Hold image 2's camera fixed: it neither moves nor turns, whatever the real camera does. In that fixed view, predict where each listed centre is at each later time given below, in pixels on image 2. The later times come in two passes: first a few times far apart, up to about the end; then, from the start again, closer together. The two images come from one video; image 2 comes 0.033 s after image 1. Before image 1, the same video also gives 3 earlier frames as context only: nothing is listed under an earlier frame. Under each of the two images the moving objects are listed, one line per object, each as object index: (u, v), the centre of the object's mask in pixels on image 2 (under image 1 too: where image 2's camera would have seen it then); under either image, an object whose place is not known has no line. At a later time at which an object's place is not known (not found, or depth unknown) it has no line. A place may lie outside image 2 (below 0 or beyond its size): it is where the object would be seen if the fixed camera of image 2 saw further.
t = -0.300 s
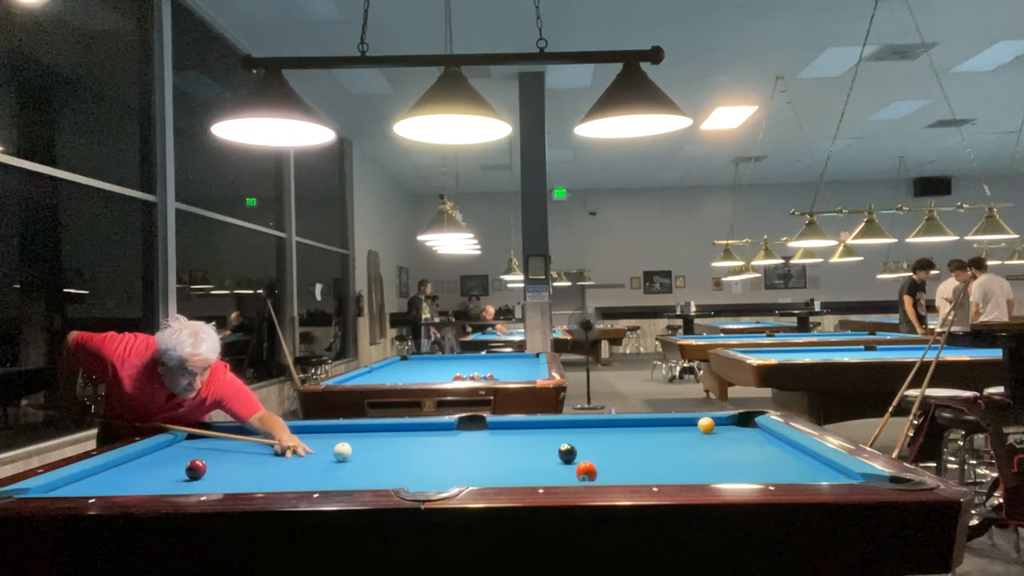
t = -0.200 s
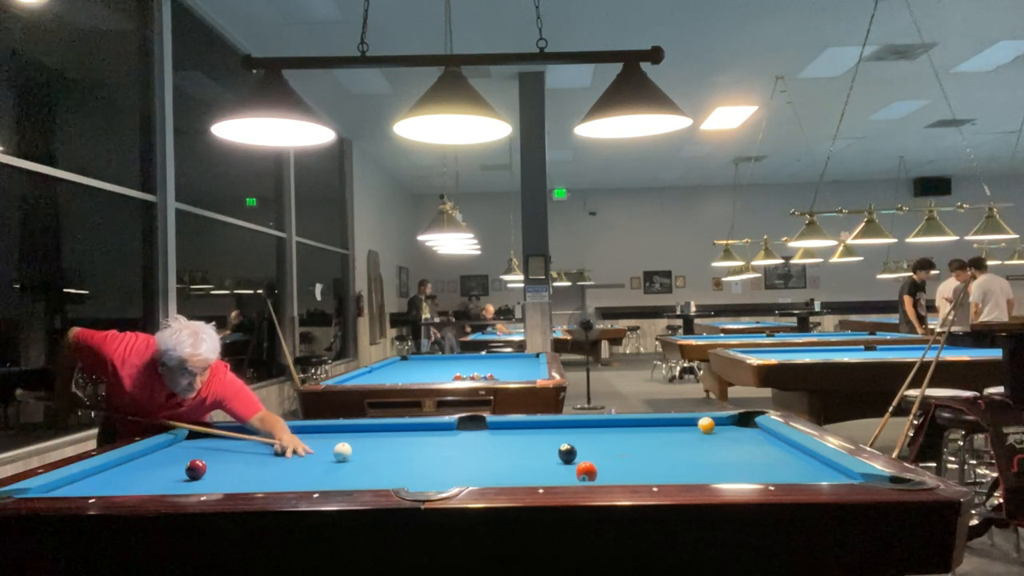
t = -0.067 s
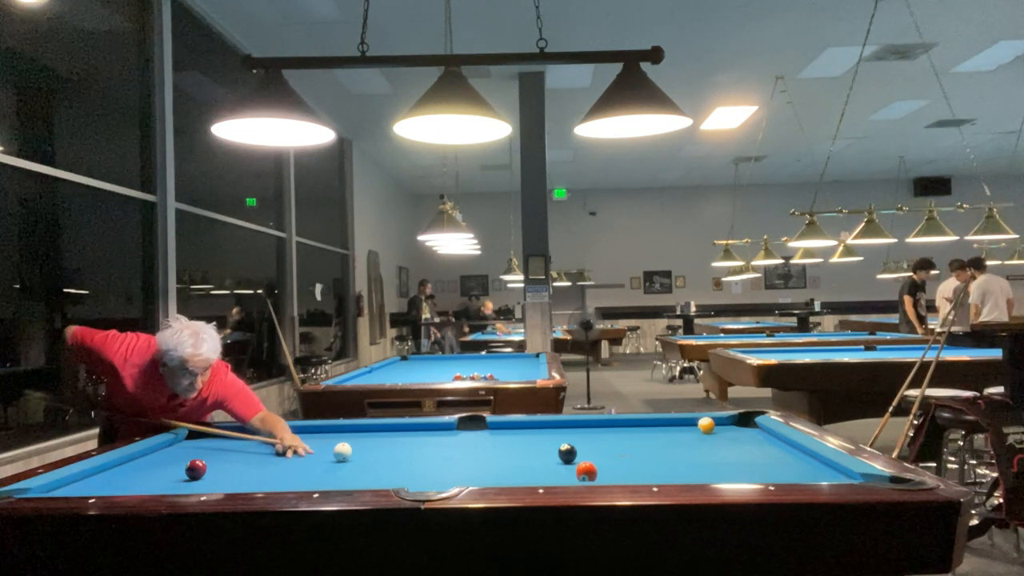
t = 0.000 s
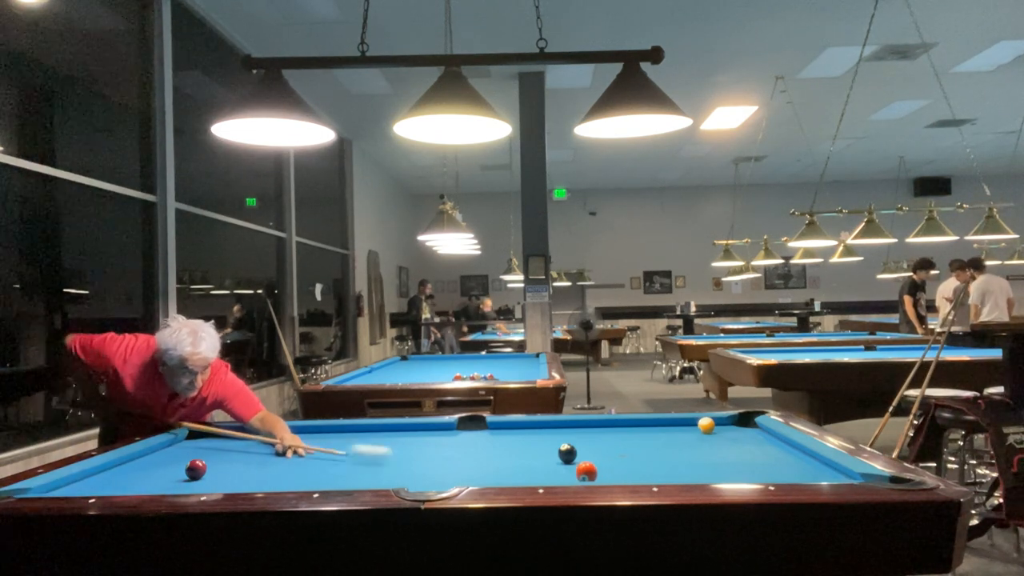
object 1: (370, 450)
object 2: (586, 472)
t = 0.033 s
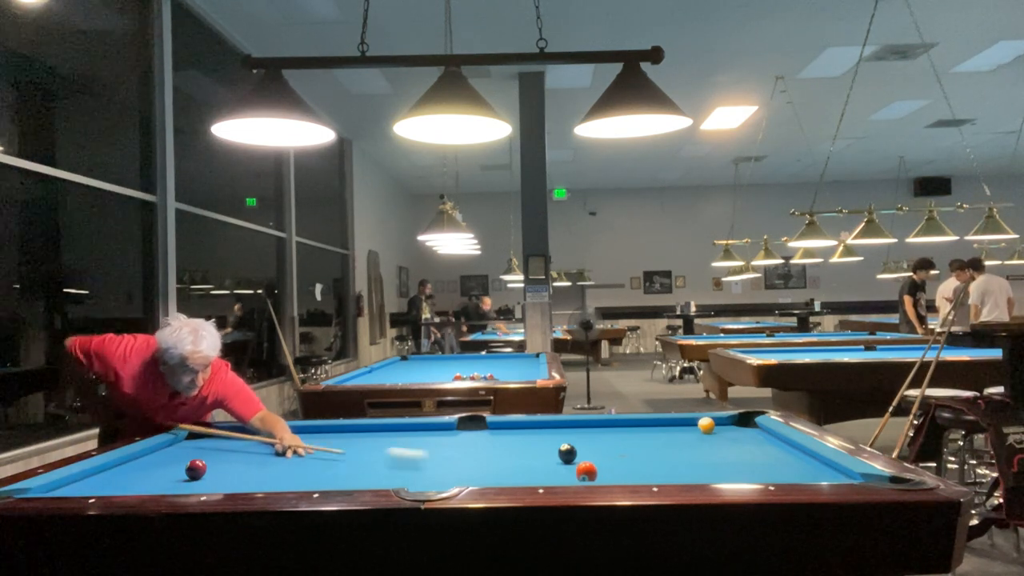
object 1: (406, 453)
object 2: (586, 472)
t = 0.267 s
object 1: (569, 477)
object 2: (694, 468)
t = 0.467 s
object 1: (589, 470)
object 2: (802, 469)
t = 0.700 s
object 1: (609, 457)
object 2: (675, 472)
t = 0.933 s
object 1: (625, 446)
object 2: (552, 475)
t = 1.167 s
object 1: (638, 437)
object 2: (428, 481)
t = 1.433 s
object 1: (652, 428)
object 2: (290, 483)
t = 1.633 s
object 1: (661, 422)
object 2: (197, 484)
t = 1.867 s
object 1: (673, 424)
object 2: (93, 486)
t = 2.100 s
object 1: (686, 427)
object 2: (36, 490)
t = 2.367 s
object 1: (701, 431)
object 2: (39, 487)
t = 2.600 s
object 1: (713, 434)
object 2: (48, 486)
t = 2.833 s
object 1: (725, 438)
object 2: (55, 486)
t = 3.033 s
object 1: (736, 441)
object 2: (59, 486)
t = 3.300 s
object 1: (750, 445)
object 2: (61, 486)
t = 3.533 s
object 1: (761, 448)
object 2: (61, 486)
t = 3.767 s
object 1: (772, 451)
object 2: (61, 486)
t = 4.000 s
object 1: (782, 454)
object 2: (61, 486)
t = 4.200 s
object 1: (789, 456)
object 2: (61, 486)
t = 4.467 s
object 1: (798, 459)
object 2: (61, 486)
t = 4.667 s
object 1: (804, 460)
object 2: (61, 486)
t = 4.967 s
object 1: (811, 462)
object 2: (61, 486)
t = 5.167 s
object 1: (814, 463)
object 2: (61, 486)
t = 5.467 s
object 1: (817, 464)
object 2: (61, 486)
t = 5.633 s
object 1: (818, 464)
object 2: (61, 486)
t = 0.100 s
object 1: (481, 460)
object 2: (586, 472)
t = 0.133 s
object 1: (521, 463)
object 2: (586, 472)
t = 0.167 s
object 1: (557, 467)
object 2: (587, 472)
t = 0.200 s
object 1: (566, 474)
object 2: (621, 468)
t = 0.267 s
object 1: (569, 477)
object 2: (694, 468)
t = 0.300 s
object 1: (573, 476)
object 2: (729, 468)
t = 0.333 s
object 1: (576, 475)
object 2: (763, 468)
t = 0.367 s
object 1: (580, 473)
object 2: (796, 467)
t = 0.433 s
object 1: (586, 471)
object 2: (821, 469)
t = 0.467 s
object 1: (589, 470)
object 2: (802, 469)
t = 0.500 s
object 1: (592, 468)
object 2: (782, 469)
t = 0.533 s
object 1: (595, 467)
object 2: (764, 469)
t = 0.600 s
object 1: (601, 463)
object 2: (728, 470)
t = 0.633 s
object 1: (603, 461)
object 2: (711, 471)
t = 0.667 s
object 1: (606, 459)
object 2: (692, 471)
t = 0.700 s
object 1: (609, 457)
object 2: (675, 472)
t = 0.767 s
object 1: (613, 454)
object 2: (640, 473)
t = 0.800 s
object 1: (616, 452)
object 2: (622, 473)
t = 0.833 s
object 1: (618, 451)
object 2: (604, 474)
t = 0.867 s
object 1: (620, 449)
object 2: (586, 474)
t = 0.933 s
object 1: (625, 446)
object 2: (552, 475)
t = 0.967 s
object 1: (627, 445)
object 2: (534, 476)
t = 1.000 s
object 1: (629, 444)
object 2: (516, 476)
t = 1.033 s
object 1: (631, 442)
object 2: (498, 477)
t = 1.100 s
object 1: (634, 439)
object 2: (463, 478)
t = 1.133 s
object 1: (636, 438)
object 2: (445, 480)
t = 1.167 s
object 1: (638, 437)
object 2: (428, 481)
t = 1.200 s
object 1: (640, 436)
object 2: (411, 482)
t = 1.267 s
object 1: (643, 433)
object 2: (375, 480)
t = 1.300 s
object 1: (645, 432)
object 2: (358, 481)
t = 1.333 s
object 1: (647, 431)
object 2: (341, 482)
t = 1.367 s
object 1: (648, 430)
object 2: (323, 482)
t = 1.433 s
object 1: (652, 428)
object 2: (290, 483)
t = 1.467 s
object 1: (654, 427)
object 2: (275, 483)
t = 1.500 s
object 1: (655, 426)
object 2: (259, 484)
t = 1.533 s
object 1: (657, 425)
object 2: (243, 484)
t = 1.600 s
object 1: (659, 423)
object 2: (213, 484)
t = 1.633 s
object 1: (661, 422)
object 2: (197, 484)
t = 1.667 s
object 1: (662, 422)
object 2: (182, 484)
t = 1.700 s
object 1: (664, 421)
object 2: (167, 485)
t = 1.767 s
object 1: (667, 422)
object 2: (137, 486)
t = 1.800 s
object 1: (669, 422)
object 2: (122, 486)
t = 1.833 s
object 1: (671, 423)
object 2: (108, 486)
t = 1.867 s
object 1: (673, 424)
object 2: (93, 486)
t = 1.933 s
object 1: (677, 425)
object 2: (64, 487)
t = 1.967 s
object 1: (679, 425)
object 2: (51, 487)
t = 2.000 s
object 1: (680, 425)
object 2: (39, 487)
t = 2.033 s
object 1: (682, 426)
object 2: (37, 488)
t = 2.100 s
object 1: (686, 427)
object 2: (36, 490)
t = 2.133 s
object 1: (688, 427)
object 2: (37, 489)
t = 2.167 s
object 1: (690, 428)
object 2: (37, 489)
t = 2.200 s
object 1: (692, 429)
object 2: (38, 489)
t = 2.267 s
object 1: (694, 430)
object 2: (38, 488)
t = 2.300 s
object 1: (696, 430)
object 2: (38, 488)
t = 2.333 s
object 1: (699, 431)
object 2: (38, 487)
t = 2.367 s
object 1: (701, 431)
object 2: (39, 487)
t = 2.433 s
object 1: (704, 432)
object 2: (41, 487)
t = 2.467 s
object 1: (706, 433)
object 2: (43, 487)
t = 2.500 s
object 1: (708, 433)
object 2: (44, 487)
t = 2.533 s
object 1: (710, 434)
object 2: (46, 487)
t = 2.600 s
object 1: (713, 434)
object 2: (48, 486)
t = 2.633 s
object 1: (715, 435)
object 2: (49, 486)
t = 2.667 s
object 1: (717, 436)
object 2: (50, 486)
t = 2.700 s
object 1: (718, 436)
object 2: (51, 486)
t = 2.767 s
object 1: (722, 437)
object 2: (53, 486)
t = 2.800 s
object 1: (724, 438)
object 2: (54, 486)
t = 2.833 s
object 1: (725, 438)
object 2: (55, 486)
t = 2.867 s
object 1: (727, 438)
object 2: (56, 486)
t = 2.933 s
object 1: (731, 439)
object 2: (58, 486)
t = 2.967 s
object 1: (733, 440)
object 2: (58, 486)
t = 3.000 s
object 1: (734, 441)
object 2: (58, 486)
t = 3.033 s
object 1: (736, 441)
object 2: (59, 486)
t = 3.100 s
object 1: (740, 442)
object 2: (60, 486)
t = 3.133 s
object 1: (741, 443)
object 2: (60, 486)
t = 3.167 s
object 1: (743, 443)
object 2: (61, 485)
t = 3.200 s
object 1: (745, 444)
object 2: (61, 486)
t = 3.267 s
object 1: (748, 444)
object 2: (61, 486)
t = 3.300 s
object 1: (750, 445)
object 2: (61, 486)
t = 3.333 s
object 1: (751, 446)
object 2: (62, 486)
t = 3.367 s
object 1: (753, 446)
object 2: (62, 486)
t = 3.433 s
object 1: (756, 447)
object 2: (61, 486)
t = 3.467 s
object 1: (758, 447)
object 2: (62, 486)
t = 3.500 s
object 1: (759, 448)
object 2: (61, 486)
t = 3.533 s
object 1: (761, 448)
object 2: (61, 486)
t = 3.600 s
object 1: (764, 449)
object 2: (61, 486)
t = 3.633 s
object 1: (765, 450)
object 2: (61, 486)
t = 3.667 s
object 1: (767, 450)
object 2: (61, 486)
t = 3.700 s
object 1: (768, 450)
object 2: (61, 486)
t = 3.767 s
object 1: (772, 451)
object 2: (61, 486)
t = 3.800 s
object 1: (773, 452)
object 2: (61, 486)
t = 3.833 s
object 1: (775, 452)
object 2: (61, 486)
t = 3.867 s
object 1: (776, 452)
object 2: (61, 486)
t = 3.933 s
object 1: (779, 453)
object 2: (61, 486)
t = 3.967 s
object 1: (780, 453)
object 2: (61, 486)
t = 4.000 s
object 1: (782, 454)
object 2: (61, 486)
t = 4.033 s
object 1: (783, 454)
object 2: (61, 486)
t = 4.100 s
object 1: (785, 455)
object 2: (61, 486)
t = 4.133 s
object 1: (787, 456)
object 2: (61, 486)
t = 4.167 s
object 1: (788, 456)
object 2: (61, 486)
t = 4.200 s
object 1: (789, 456)
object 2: (61, 486)
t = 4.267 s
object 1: (791, 457)
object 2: (61, 486)
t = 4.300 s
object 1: (793, 457)
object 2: (61, 486)
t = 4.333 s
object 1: (794, 457)
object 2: (61, 486)
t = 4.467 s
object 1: (798, 459)
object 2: (61, 486)
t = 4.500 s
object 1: (799, 459)
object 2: (61, 486)
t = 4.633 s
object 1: (803, 460)
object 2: (61, 486)
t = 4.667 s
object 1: (804, 460)
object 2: (61, 486)
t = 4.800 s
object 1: (807, 461)
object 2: (61, 486)
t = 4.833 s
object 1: (808, 461)
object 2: (61, 486)
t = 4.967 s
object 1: (811, 462)
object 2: (61, 486)
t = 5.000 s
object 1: (812, 462)
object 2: (61, 486)
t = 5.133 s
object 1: (814, 463)
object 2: (61, 486)
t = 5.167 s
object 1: (814, 463)
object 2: (61, 486)
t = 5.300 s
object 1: (816, 464)
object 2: (61, 486)
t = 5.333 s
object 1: (816, 464)
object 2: (61, 486)
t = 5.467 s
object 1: (817, 464)
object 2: (61, 486)
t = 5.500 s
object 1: (818, 464)
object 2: (61, 486)
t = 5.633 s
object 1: (818, 464)
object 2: (61, 486)
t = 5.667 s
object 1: (818, 464)
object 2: (61, 486)
